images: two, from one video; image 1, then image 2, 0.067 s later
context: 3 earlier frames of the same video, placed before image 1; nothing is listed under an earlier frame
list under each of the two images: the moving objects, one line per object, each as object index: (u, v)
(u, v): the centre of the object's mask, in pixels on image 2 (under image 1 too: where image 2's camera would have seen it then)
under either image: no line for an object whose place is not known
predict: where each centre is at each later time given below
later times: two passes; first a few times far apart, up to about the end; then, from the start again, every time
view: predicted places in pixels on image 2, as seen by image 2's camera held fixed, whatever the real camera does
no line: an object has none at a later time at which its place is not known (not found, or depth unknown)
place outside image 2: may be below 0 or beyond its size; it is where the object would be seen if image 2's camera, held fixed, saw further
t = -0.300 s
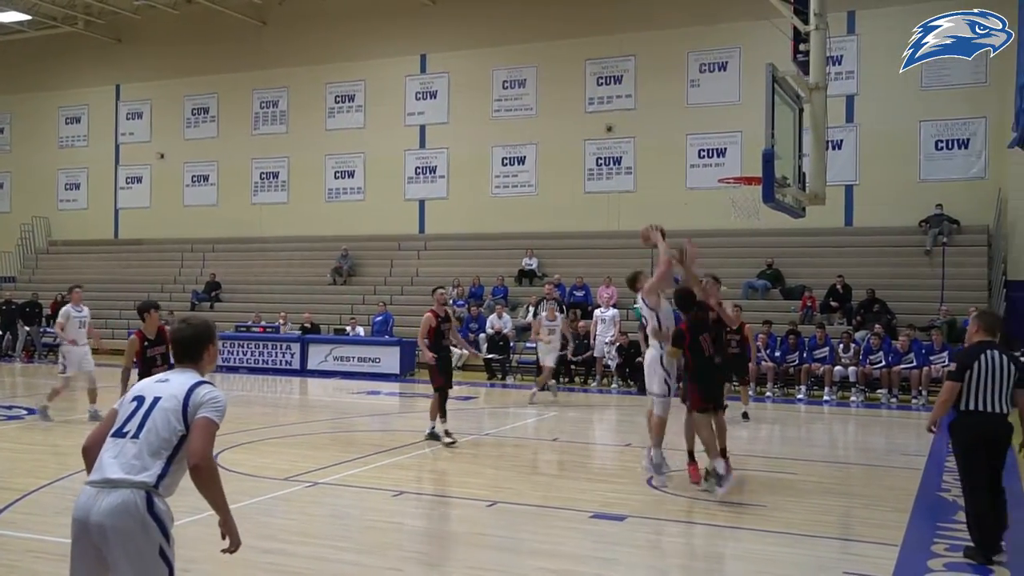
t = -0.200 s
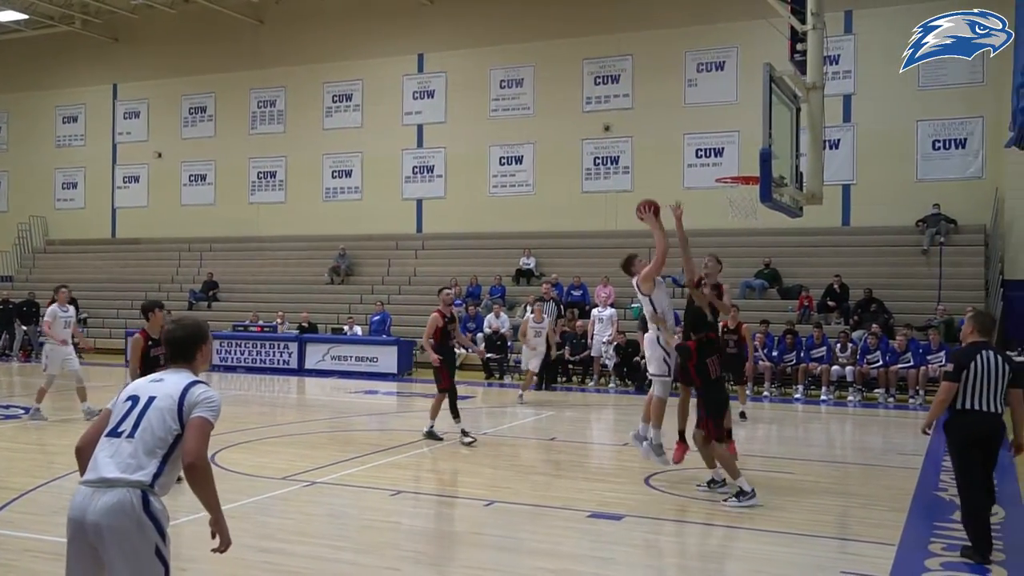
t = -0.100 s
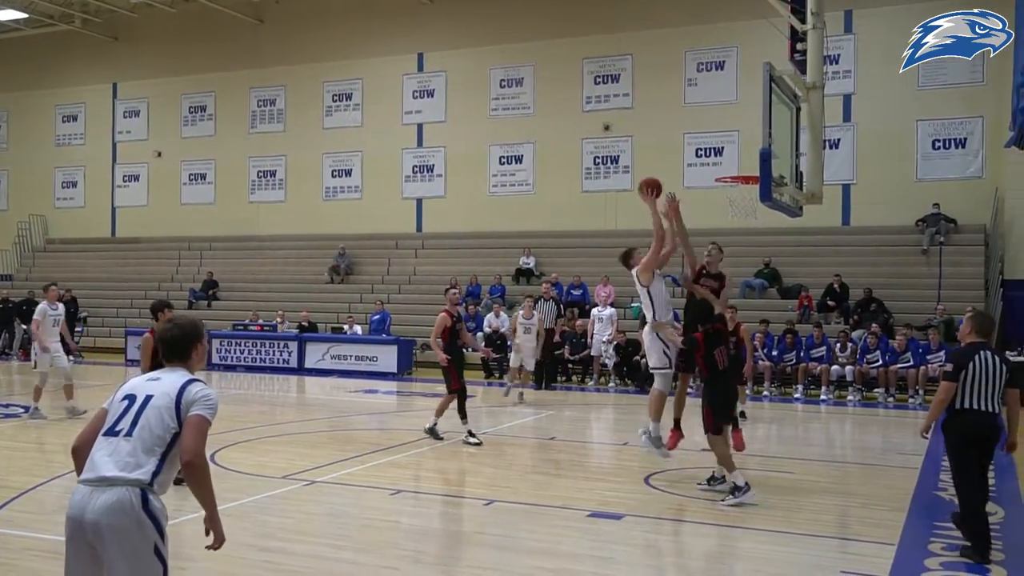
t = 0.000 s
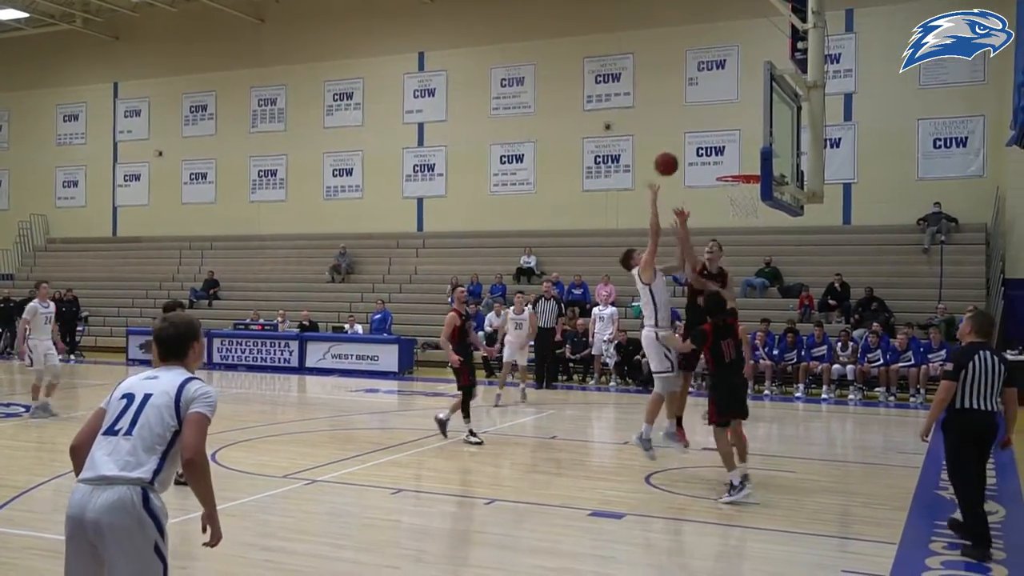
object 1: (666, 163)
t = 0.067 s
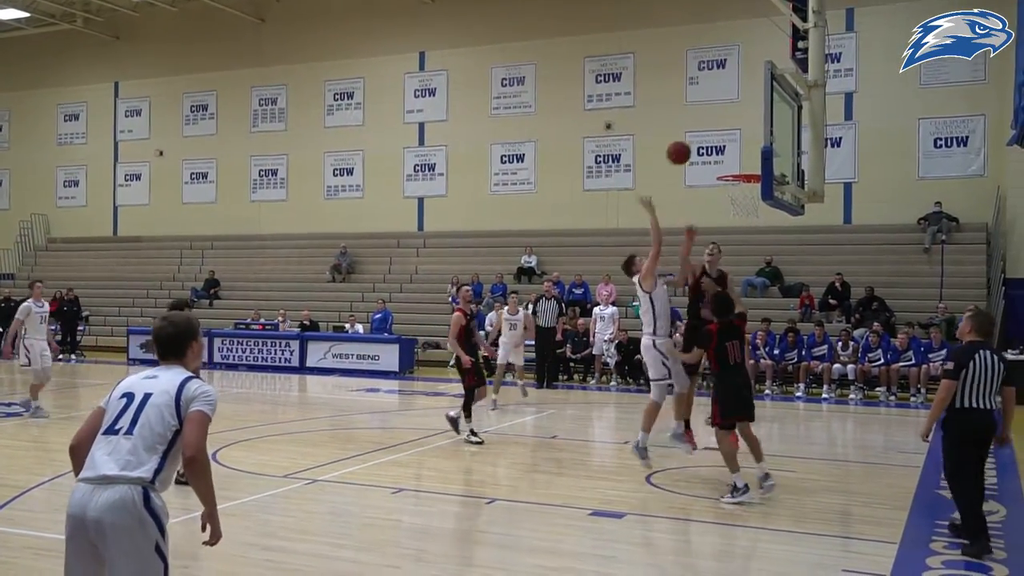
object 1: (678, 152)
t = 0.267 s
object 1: (714, 147)
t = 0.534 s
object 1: (750, 167)
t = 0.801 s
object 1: (734, 193)
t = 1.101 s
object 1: (736, 220)
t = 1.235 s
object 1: (743, 254)
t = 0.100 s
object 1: (684, 149)
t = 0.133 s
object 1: (690, 146)
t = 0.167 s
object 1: (696, 145)
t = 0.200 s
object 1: (702, 144)
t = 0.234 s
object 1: (708, 145)
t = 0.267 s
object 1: (714, 147)
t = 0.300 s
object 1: (720, 150)
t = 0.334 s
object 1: (726, 154)
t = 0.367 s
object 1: (732, 159)
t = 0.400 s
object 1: (738, 164)
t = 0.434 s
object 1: (741, 165)
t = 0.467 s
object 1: (744, 165)
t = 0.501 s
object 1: (747, 166)
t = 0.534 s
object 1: (750, 167)
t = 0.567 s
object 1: (752, 168)
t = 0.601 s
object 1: (750, 172)
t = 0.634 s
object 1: (747, 173)
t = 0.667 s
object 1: (744, 180)
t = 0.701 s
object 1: (741, 186)
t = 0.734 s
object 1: (739, 189)
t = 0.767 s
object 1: (737, 191)
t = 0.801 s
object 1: (734, 193)
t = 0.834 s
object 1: (732, 194)
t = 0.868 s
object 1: (731, 196)
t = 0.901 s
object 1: (731, 197)
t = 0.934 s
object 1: (731, 199)
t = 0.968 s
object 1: (731, 202)
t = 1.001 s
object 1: (732, 205)
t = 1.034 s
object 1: (734, 209)
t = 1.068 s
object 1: (735, 214)
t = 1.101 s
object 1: (736, 220)
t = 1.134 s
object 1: (738, 226)
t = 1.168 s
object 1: (740, 235)
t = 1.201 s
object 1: (741, 244)
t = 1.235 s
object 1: (743, 254)
